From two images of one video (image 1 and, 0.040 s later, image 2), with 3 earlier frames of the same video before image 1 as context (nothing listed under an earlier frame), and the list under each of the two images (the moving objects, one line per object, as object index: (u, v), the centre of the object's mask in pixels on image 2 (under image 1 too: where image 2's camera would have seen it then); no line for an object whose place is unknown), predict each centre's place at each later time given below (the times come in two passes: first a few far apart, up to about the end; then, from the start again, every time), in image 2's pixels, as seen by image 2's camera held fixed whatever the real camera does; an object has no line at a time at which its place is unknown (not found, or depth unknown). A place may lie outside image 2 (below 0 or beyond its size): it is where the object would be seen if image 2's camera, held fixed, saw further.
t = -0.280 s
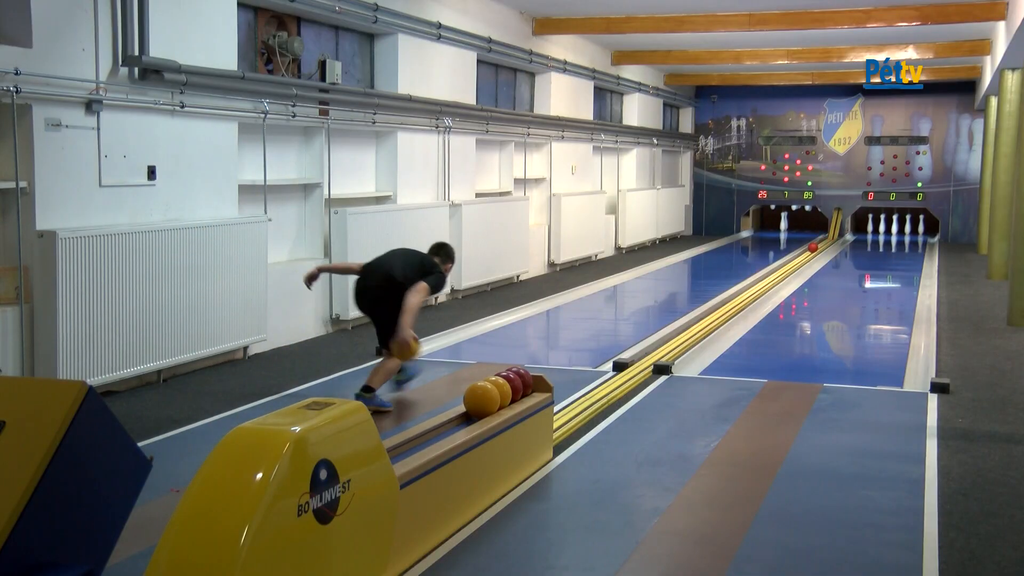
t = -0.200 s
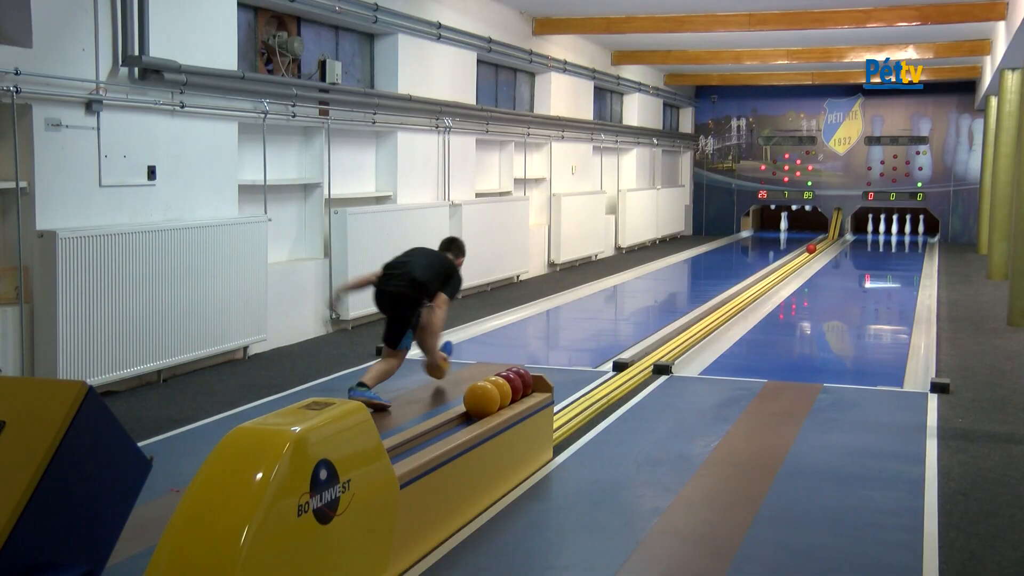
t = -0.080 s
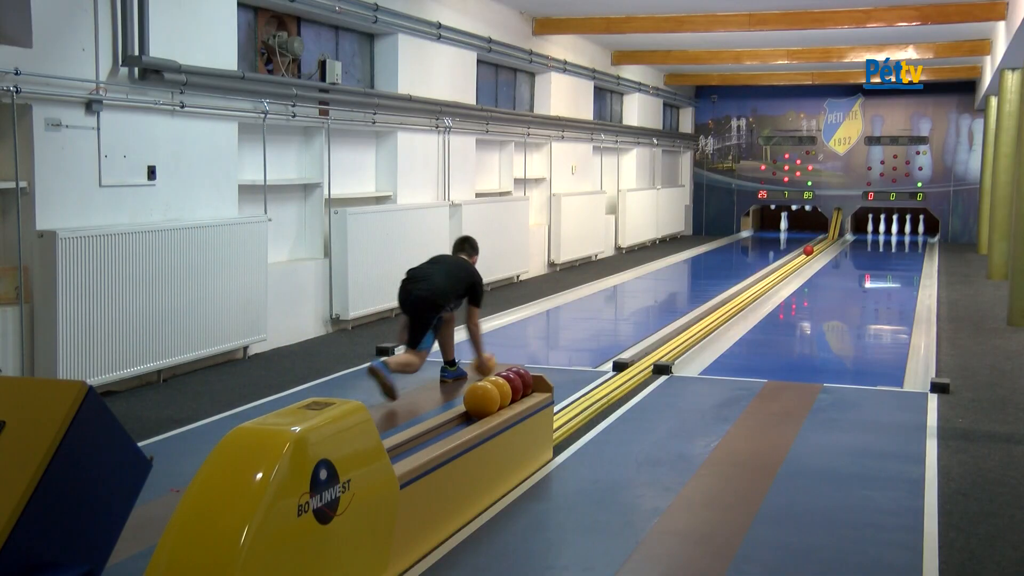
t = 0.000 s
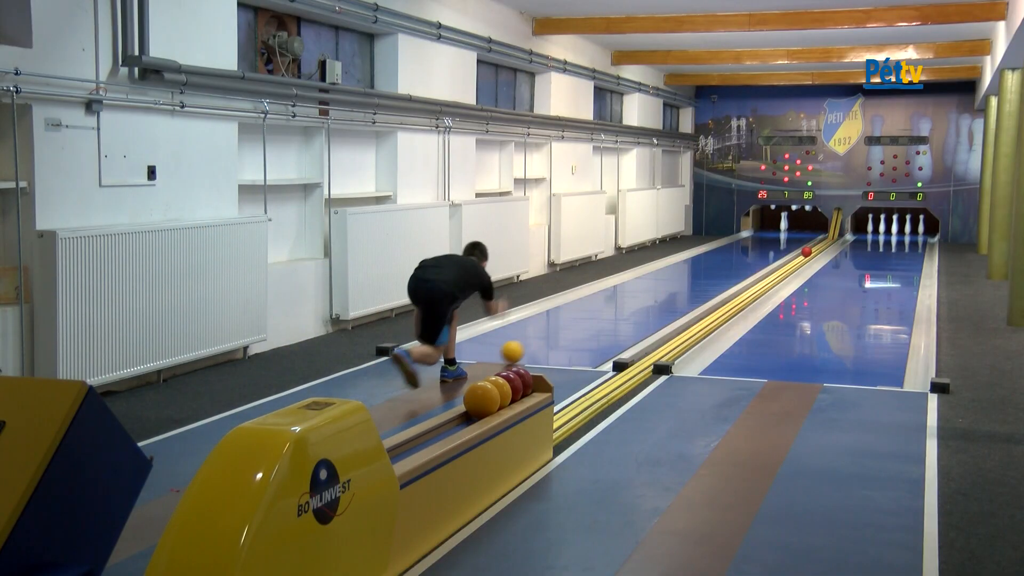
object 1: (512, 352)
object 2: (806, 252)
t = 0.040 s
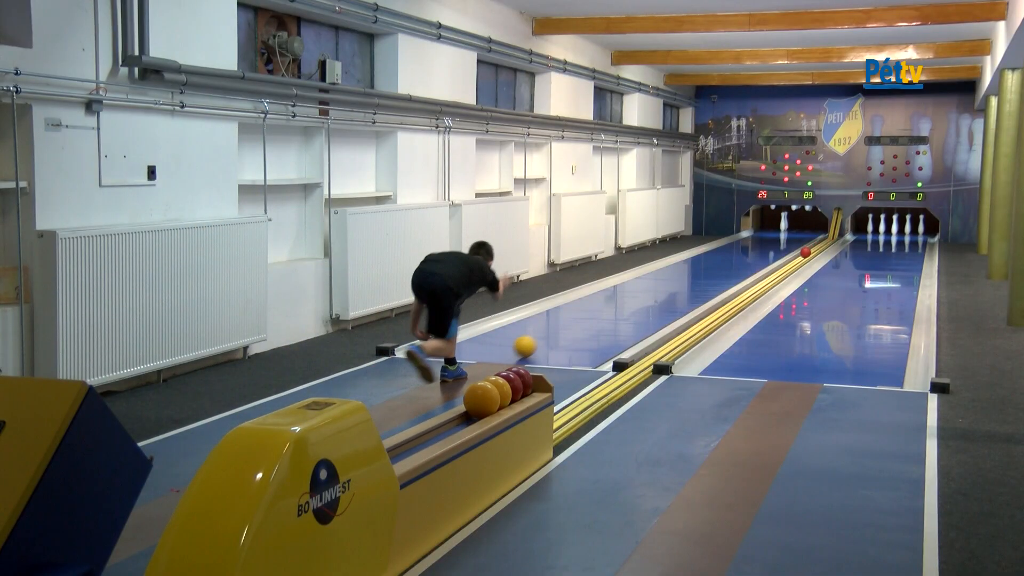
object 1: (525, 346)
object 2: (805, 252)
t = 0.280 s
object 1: (585, 318)
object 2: (799, 256)
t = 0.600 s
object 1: (638, 291)
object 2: (790, 262)
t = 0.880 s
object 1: (670, 276)
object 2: (781, 268)
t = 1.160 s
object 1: (693, 264)
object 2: (771, 274)
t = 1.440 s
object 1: (710, 254)
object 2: (760, 281)
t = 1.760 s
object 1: (725, 246)
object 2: (746, 290)
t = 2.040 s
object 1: (734, 240)
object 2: (732, 300)
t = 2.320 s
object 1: (742, 235)
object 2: (715, 311)
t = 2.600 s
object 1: (749, 232)
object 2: (696, 323)
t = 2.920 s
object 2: (670, 341)
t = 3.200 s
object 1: (766, 226)
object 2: (642, 358)
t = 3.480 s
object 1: (767, 228)
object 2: (607, 381)
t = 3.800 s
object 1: (769, 228)
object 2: (562, 412)
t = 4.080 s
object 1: (773, 228)
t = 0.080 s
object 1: (537, 341)
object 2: (804, 253)
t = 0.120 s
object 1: (548, 335)
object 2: (803, 254)
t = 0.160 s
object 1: (558, 331)
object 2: (802, 254)
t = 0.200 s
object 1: (567, 326)
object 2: (801, 255)
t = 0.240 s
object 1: (577, 322)
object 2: (800, 256)
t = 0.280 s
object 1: (585, 318)
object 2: (799, 256)
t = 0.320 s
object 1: (593, 314)
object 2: (798, 257)
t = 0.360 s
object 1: (601, 310)
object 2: (797, 258)
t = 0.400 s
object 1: (608, 307)
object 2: (796, 258)
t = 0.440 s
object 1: (615, 303)
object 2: (794, 259)
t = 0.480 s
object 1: (621, 300)
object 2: (794, 260)
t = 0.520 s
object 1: (627, 297)
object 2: (792, 261)
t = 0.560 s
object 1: (633, 294)
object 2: (791, 261)
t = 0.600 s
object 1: (638, 291)
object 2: (790, 262)
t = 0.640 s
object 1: (643, 289)
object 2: (789, 263)
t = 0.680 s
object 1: (648, 287)
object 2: (788, 264)
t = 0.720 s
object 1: (653, 284)
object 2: (786, 264)
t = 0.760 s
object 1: (658, 282)
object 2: (785, 265)
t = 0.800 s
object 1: (662, 280)
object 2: (784, 266)
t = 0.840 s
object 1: (666, 278)
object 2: (783, 267)
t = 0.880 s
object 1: (670, 276)
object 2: (781, 268)
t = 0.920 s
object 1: (674, 274)
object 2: (780, 269)
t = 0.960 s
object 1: (677, 272)
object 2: (779, 270)
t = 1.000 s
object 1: (681, 270)
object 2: (777, 271)
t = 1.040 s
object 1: (684, 269)
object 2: (776, 272)
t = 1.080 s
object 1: (687, 267)
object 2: (774, 272)
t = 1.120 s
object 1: (690, 265)
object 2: (773, 273)
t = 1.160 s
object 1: (693, 264)
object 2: (771, 274)
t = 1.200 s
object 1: (696, 262)
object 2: (770, 275)
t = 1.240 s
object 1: (699, 261)
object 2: (769, 276)
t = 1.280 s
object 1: (701, 259)
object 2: (767, 277)
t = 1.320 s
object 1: (704, 258)
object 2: (765, 278)
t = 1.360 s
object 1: (706, 257)
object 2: (764, 279)
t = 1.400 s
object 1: (708, 256)
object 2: (762, 280)
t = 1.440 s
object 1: (710, 254)
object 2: (760, 281)
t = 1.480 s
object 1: (712, 253)
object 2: (759, 282)
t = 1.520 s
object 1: (714, 252)
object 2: (757, 283)
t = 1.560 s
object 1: (716, 251)
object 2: (755, 284)
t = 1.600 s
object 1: (718, 250)
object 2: (754, 285)
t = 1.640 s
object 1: (720, 249)
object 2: (752, 287)
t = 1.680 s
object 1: (722, 248)
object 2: (750, 288)
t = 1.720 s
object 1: (723, 247)
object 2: (748, 289)
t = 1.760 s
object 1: (725, 246)
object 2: (746, 290)
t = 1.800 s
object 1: (727, 245)
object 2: (744, 292)
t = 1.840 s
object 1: (728, 244)
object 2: (742, 293)
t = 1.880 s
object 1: (729, 243)
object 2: (740, 294)
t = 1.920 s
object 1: (731, 243)
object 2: (738, 296)
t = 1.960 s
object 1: (732, 242)
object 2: (736, 297)
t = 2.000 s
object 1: (733, 241)
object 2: (734, 298)
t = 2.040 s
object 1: (734, 240)
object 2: (732, 300)
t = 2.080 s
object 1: (736, 240)
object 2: (730, 301)
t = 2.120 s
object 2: (727, 303)
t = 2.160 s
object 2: (725, 304)
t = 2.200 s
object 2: (723, 306)
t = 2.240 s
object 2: (720, 307)
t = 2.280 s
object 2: (718, 309)
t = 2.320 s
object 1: (742, 235)
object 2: (715, 311)
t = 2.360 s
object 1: (743, 235)
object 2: (713, 312)
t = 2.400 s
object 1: (744, 234)
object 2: (710, 314)
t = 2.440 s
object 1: (745, 234)
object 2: (708, 316)
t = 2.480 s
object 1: (746, 233)
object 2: (705, 317)
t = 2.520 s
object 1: (747, 232)
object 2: (702, 319)
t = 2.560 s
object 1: (748, 232)
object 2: (699, 321)
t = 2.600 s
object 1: (749, 232)
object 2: (696, 323)
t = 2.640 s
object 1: (749, 232)
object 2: (693, 326)
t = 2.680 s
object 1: (750, 231)
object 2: (690, 327)
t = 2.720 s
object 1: (752, 231)
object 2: (687, 329)
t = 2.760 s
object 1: (754, 230)
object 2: (683, 331)
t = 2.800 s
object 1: (755, 230)
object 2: (680, 334)
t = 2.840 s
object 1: (756, 228)
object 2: (677, 336)
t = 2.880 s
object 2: (673, 338)
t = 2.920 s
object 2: (670, 341)
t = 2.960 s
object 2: (666, 343)
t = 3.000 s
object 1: (761, 226)
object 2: (662, 346)
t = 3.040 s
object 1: (762, 226)
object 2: (658, 348)
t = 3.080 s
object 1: (763, 225)
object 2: (654, 350)
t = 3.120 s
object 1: (764, 225)
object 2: (650, 353)
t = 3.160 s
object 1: (765, 225)
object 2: (646, 356)
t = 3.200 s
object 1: (766, 226)
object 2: (642, 358)
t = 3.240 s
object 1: (766, 227)
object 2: (637, 361)
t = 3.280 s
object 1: (766, 227)
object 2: (633, 364)
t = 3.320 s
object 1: (766, 228)
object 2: (628, 367)
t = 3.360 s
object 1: (766, 227)
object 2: (623, 370)
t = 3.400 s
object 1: (766, 228)
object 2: (618, 374)
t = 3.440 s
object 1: (766, 228)
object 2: (613, 377)
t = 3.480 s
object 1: (767, 228)
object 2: (607, 381)
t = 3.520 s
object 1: (767, 228)
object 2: (602, 384)
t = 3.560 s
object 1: (767, 228)
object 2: (595, 387)
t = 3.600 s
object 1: (767, 228)
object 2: (590, 391)
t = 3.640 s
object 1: (768, 228)
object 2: (584, 395)
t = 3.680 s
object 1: (768, 228)
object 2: (578, 399)
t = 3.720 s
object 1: (768, 228)
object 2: (572, 403)
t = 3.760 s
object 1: (769, 228)
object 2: (566, 408)
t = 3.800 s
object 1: (769, 228)
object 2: (562, 412)
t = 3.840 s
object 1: (770, 228)
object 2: (559, 417)
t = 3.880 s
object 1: (770, 228)
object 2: (556, 422)
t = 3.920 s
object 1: (770, 228)
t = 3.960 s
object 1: (771, 228)
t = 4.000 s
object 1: (771, 228)
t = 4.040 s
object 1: (772, 228)
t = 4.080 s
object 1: (773, 228)
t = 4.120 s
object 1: (773, 228)
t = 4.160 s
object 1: (774, 228)
